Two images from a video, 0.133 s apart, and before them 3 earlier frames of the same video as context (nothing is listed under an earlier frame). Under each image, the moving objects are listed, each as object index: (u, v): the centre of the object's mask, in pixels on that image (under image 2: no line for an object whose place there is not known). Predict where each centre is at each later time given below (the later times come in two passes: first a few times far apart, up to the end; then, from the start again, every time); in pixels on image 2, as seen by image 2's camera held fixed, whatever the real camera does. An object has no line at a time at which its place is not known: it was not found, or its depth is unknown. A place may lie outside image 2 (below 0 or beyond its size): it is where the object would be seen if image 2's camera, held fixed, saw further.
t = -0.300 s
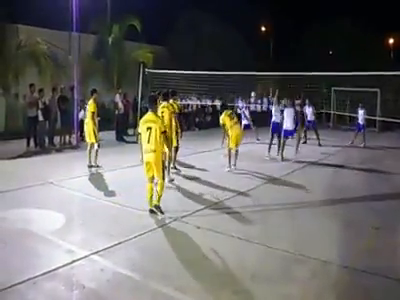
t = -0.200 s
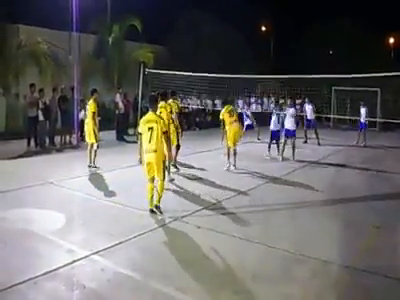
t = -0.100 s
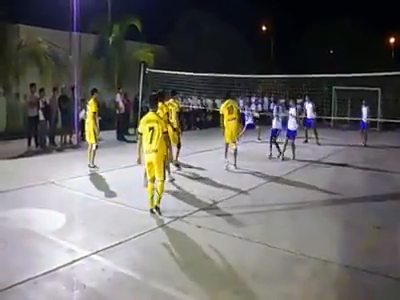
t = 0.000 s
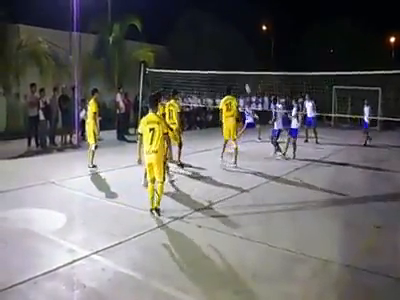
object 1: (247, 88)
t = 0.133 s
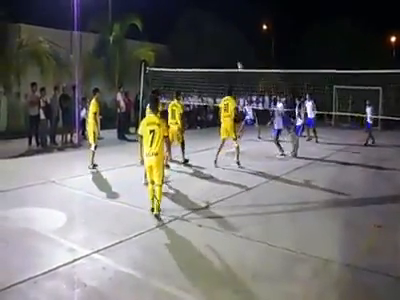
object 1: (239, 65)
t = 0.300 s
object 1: (228, 46)
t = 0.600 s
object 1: (204, 33)
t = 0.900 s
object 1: (179, 52)
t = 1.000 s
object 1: (171, 65)
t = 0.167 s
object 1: (237, 61)
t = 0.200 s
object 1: (235, 57)
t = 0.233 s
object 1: (233, 53)
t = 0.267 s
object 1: (230, 49)
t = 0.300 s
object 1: (228, 46)
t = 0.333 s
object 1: (225, 43)
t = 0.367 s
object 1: (223, 40)
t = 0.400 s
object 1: (220, 38)
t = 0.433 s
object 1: (217, 36)
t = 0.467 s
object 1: (215, 35)
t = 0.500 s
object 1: (213, 34)
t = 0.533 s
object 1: (210, 33)
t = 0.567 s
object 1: (207, 33)
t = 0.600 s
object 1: (204, 33)
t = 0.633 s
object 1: (202, 33)
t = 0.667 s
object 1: (199, 34)
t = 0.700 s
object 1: (196, 36)
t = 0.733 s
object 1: (194, 37)
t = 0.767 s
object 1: (191, 39)
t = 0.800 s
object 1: (188, 42)
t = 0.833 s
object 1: (185, 44)
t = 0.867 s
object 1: (182, 48)
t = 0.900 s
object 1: (179, 52)
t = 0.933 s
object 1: (176, 56)
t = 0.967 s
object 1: (173, 61)
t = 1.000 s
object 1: (171, 65)
